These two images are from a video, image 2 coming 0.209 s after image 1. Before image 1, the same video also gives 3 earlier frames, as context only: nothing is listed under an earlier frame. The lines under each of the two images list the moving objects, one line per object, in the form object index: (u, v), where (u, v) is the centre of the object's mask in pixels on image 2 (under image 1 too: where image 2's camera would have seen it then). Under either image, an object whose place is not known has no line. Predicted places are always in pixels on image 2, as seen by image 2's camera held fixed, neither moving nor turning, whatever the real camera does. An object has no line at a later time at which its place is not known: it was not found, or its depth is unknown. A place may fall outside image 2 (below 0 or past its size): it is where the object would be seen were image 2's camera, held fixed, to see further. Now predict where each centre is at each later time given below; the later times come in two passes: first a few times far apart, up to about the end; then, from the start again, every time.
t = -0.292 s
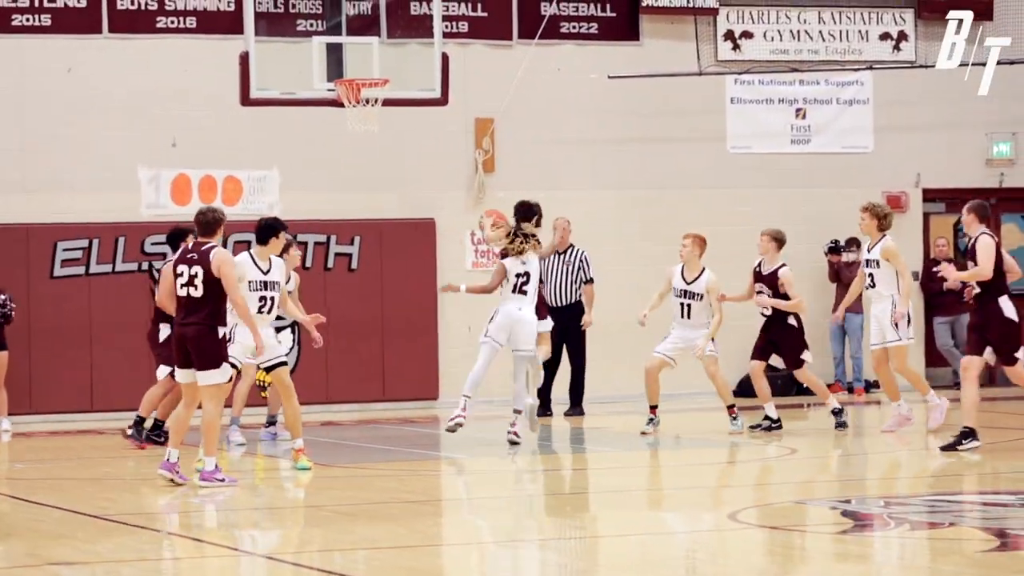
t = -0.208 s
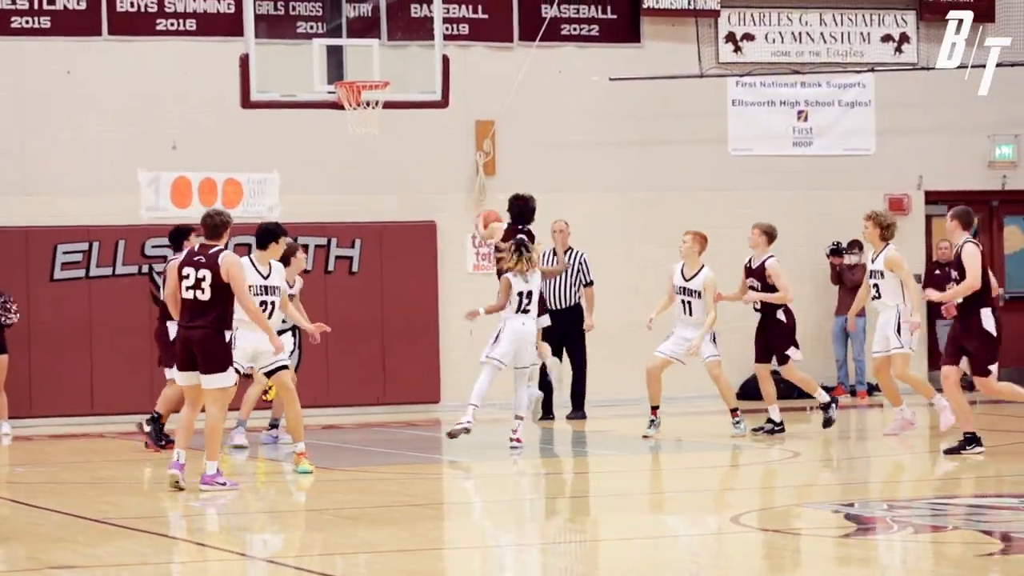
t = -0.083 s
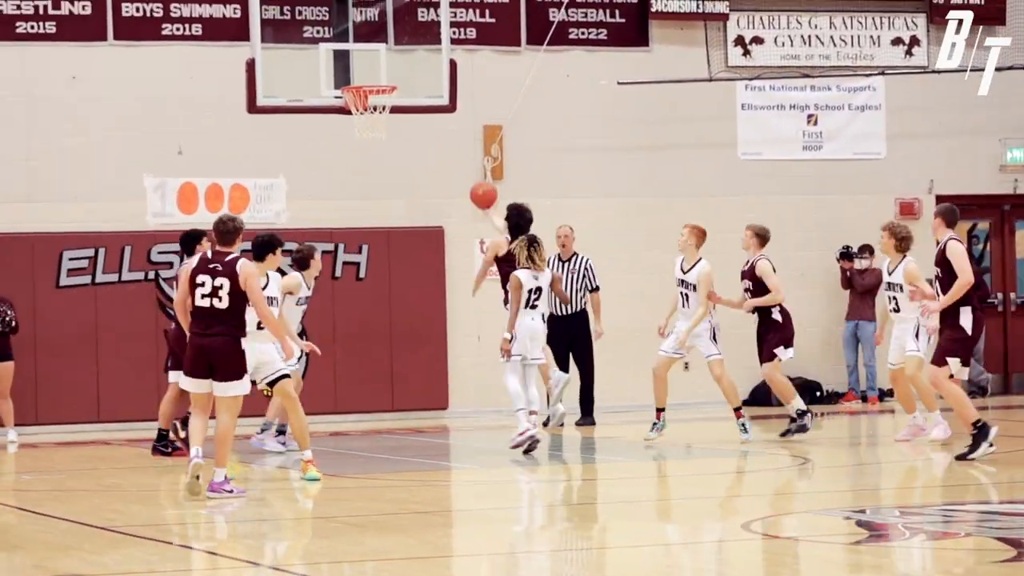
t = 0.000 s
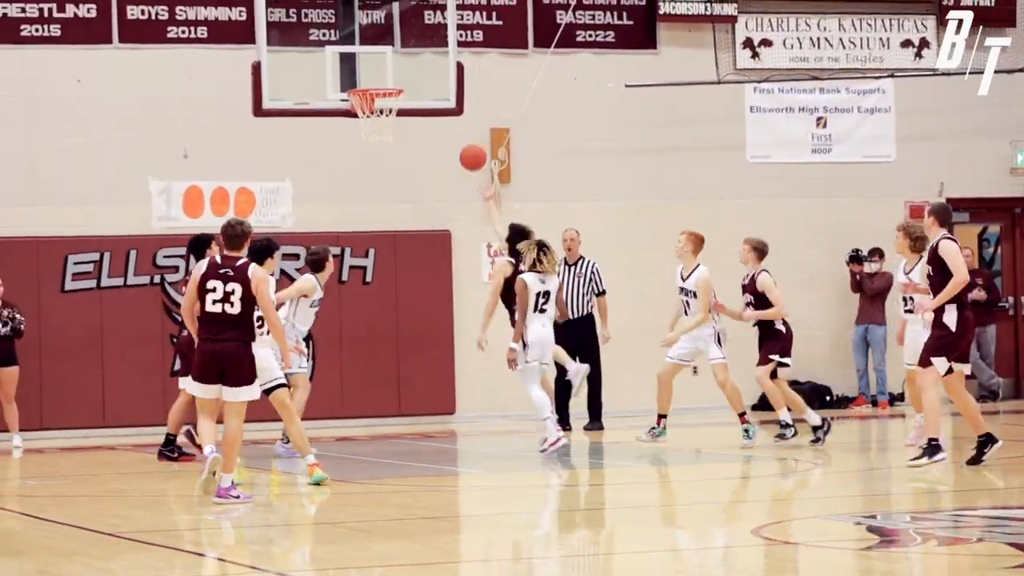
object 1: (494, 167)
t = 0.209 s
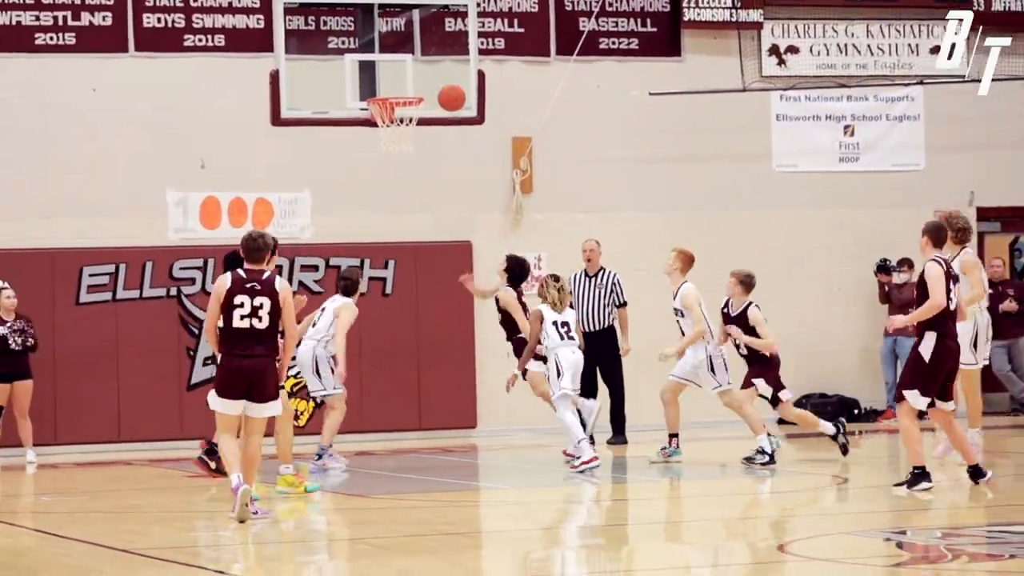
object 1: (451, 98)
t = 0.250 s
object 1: (441, 88)
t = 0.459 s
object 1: (400, 77)
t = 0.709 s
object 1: (382, 91)
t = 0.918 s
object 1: (412, 125)
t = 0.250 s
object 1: (441, 88)
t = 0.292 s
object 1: (434, 83)
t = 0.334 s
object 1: (424, 78)
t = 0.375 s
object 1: (417, 76)
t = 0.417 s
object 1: (407, 75)
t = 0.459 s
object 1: (400, 77)
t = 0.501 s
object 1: (391, 81)
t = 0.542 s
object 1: (389, 81)
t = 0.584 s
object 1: (386, 83)
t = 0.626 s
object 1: (384, 85)
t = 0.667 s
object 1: (381, 89)
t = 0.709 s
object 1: (382, 91)
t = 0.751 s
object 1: (389, 92)
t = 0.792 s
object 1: (396, 102)
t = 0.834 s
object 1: (401, 113)
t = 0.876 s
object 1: (407, 118)
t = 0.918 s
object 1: (412, 125)
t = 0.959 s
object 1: (414, 127)
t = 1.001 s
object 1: (416, 129)
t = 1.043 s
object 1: (417, 131)
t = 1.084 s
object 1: (412, 139)
